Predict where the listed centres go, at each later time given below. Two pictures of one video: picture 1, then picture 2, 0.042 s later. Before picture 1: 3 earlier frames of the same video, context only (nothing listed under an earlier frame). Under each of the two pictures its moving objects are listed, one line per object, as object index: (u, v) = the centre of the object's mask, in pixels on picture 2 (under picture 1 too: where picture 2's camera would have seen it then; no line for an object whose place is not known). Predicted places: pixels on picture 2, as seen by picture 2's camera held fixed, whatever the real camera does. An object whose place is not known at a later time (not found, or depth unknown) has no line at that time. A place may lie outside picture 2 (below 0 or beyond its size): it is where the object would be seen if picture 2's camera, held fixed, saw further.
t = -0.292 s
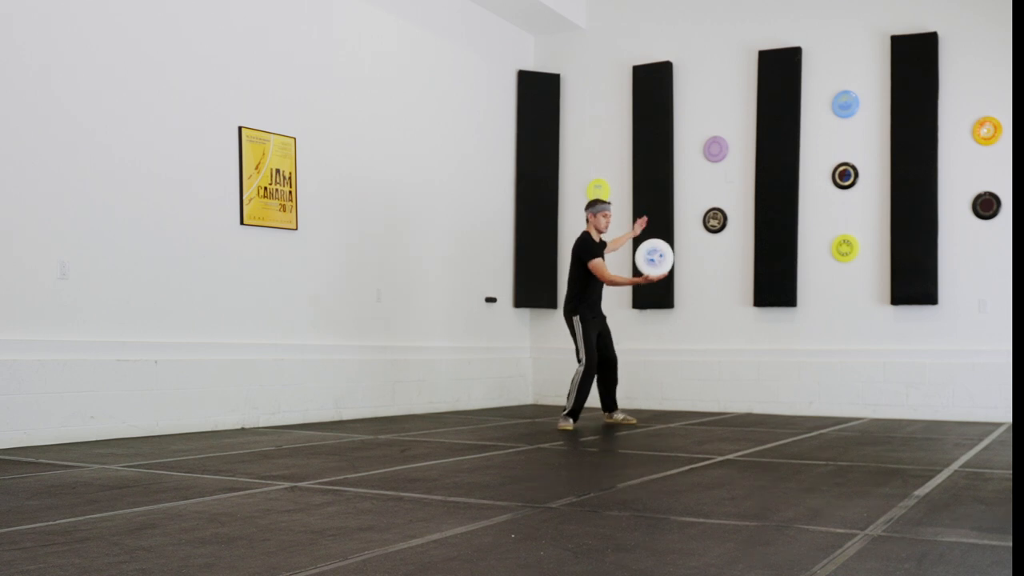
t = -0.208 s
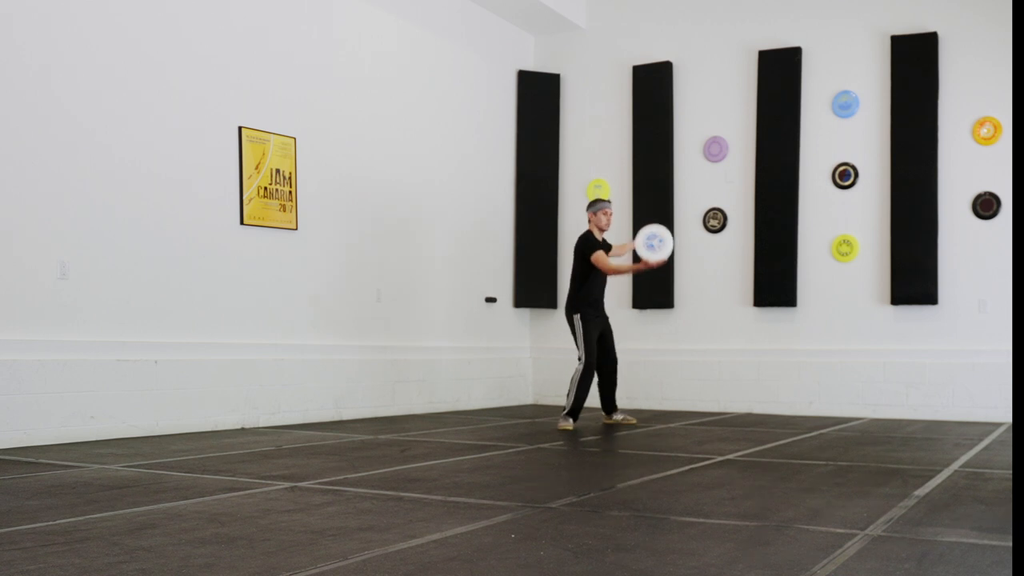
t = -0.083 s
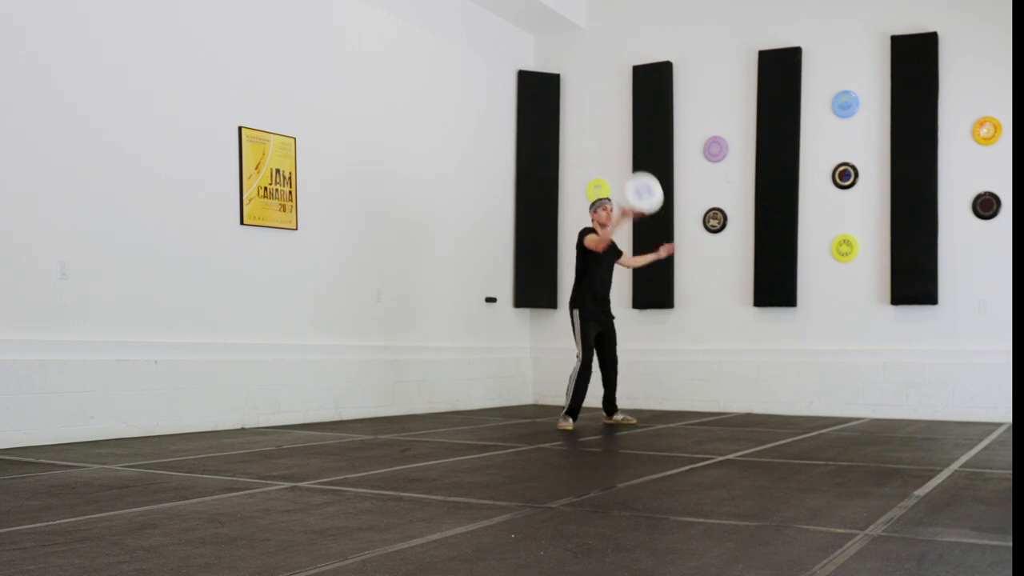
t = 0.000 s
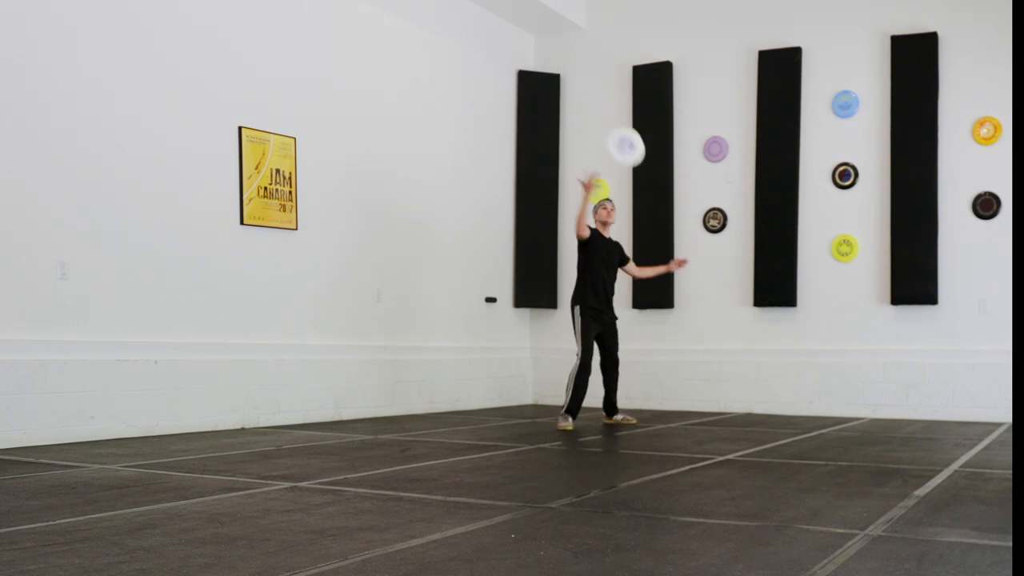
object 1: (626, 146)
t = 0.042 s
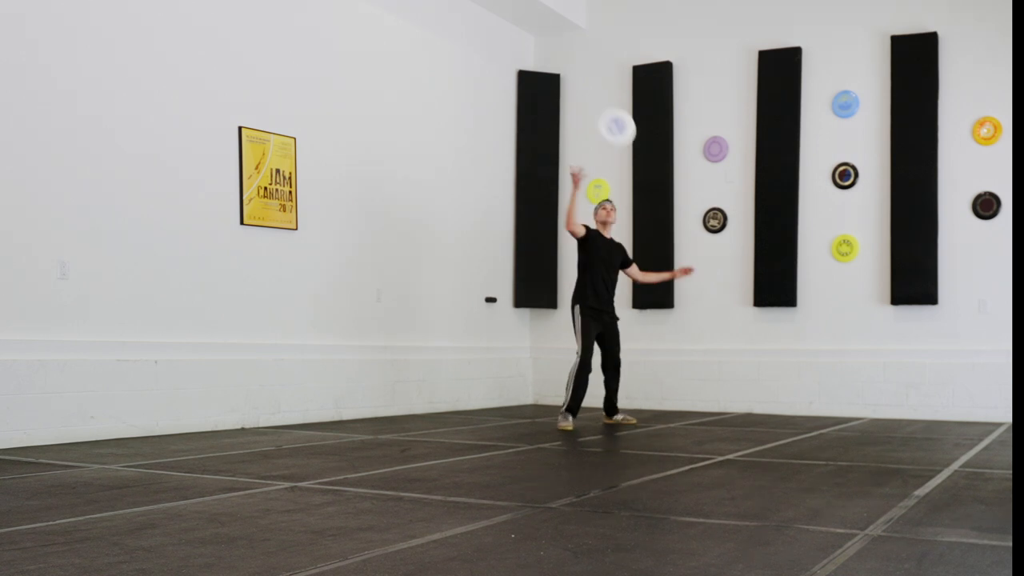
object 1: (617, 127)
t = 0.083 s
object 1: (608, 109)
